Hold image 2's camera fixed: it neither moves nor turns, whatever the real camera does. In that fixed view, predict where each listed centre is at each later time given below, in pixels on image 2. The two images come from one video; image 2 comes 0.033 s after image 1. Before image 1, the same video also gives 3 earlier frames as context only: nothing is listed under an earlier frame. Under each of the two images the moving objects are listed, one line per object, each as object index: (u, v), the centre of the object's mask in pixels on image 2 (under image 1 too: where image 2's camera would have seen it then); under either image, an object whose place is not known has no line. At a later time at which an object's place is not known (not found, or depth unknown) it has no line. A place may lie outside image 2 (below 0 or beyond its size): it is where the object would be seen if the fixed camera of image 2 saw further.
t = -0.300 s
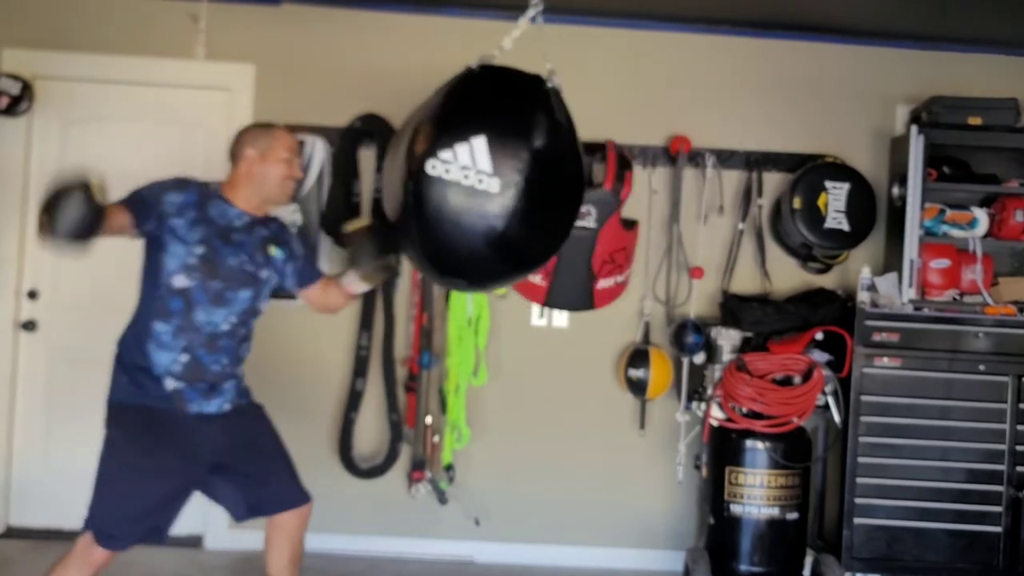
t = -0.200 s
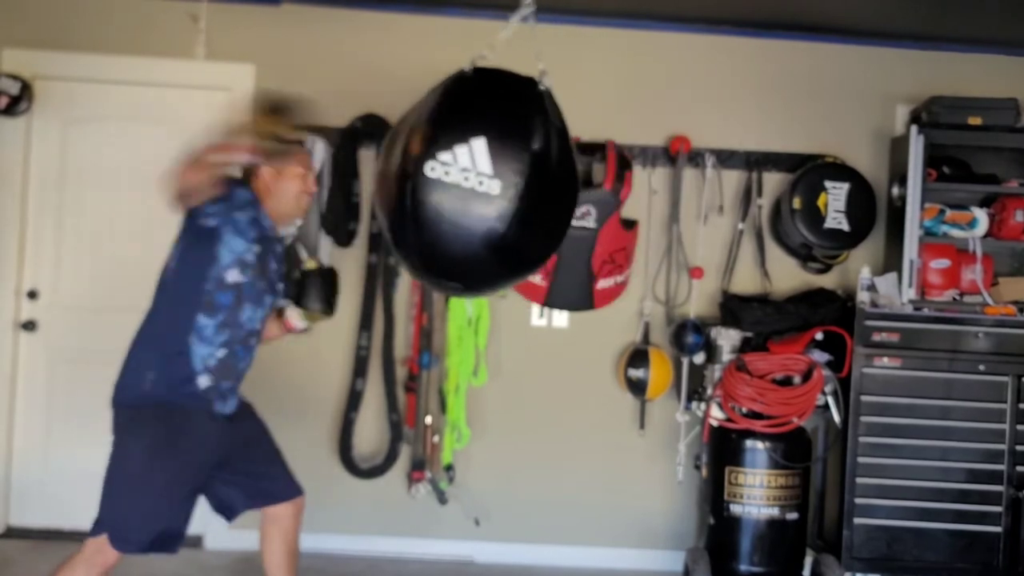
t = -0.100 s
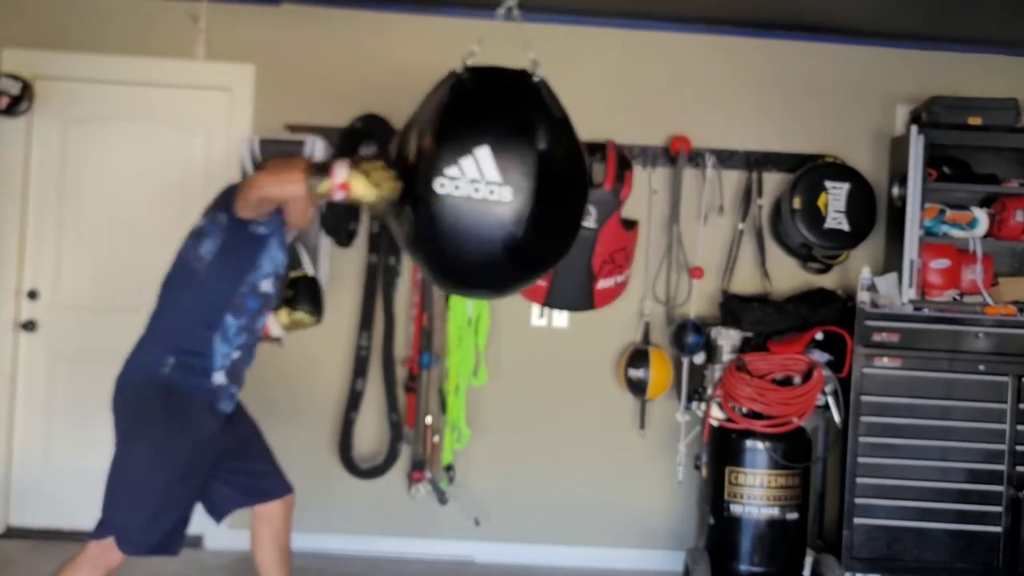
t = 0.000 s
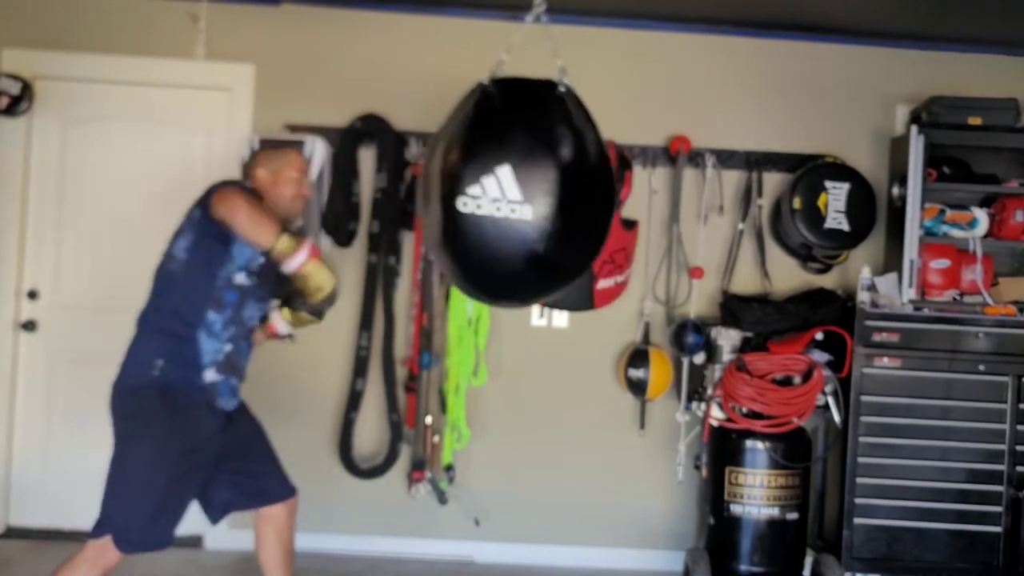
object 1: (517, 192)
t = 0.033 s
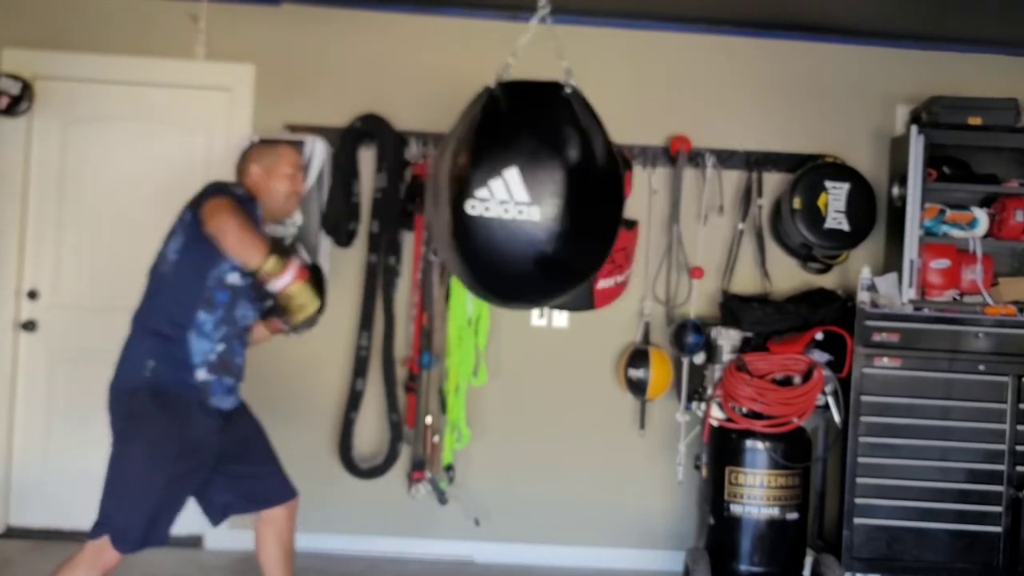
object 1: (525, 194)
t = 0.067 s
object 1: (534, 194)
